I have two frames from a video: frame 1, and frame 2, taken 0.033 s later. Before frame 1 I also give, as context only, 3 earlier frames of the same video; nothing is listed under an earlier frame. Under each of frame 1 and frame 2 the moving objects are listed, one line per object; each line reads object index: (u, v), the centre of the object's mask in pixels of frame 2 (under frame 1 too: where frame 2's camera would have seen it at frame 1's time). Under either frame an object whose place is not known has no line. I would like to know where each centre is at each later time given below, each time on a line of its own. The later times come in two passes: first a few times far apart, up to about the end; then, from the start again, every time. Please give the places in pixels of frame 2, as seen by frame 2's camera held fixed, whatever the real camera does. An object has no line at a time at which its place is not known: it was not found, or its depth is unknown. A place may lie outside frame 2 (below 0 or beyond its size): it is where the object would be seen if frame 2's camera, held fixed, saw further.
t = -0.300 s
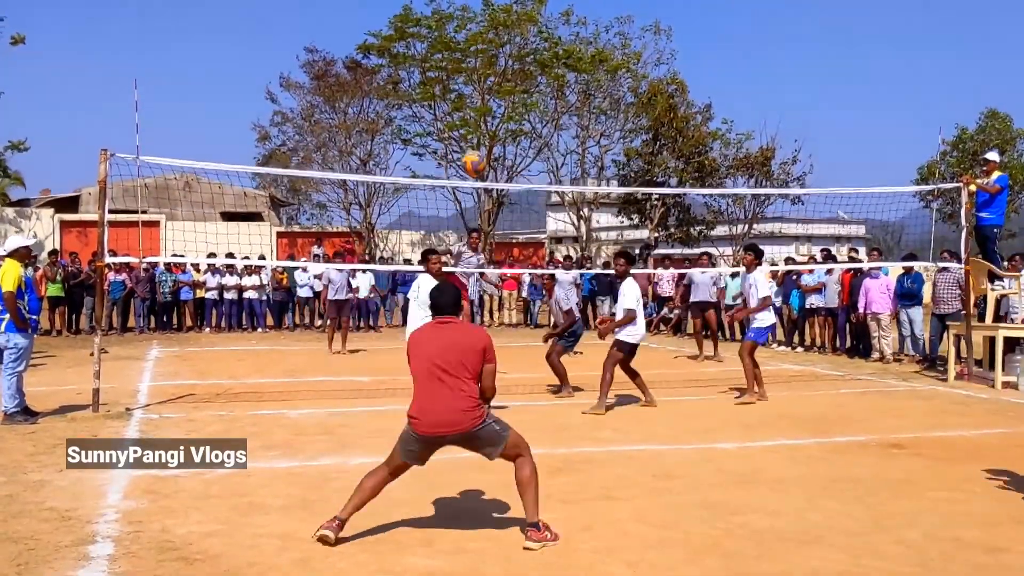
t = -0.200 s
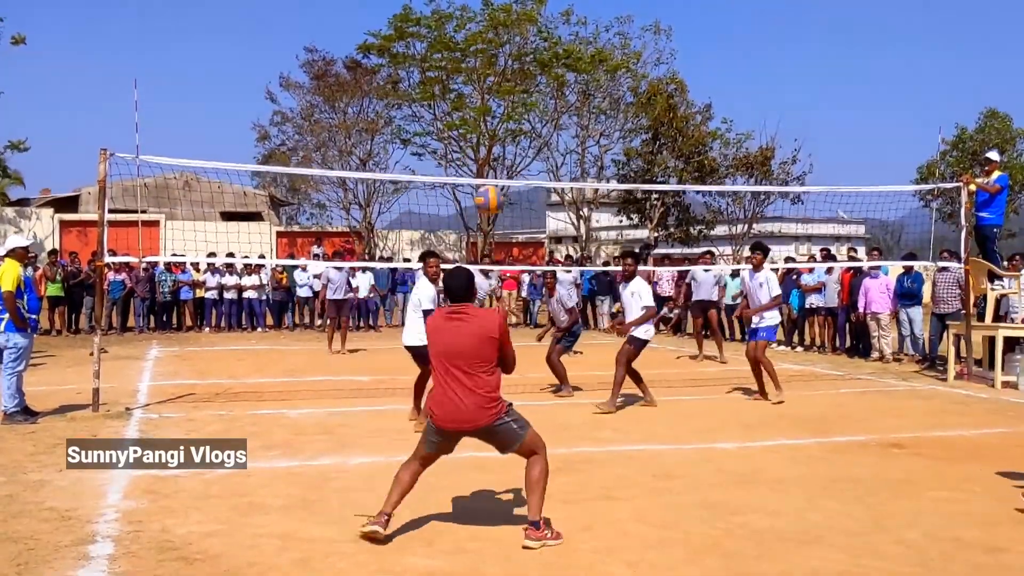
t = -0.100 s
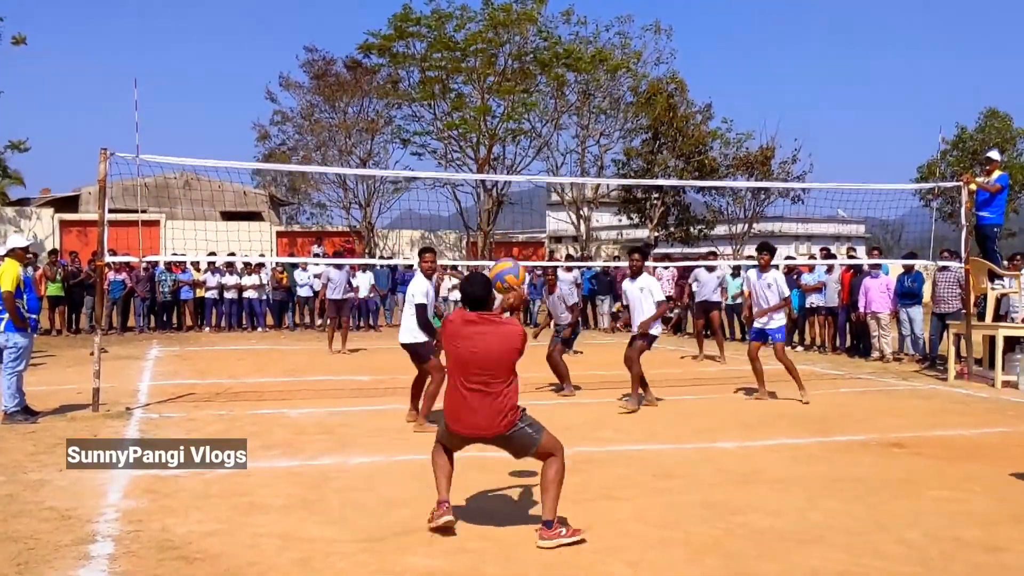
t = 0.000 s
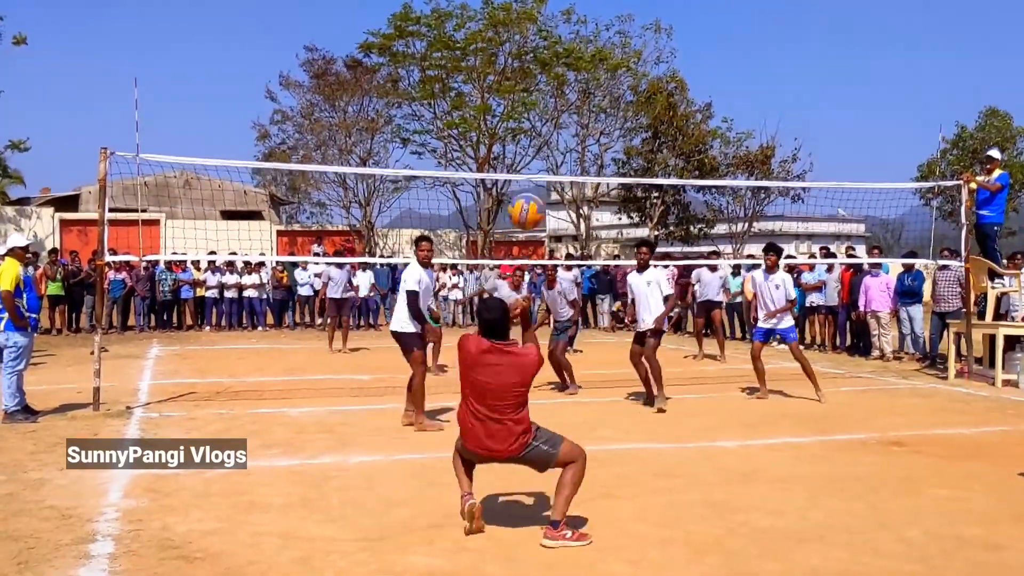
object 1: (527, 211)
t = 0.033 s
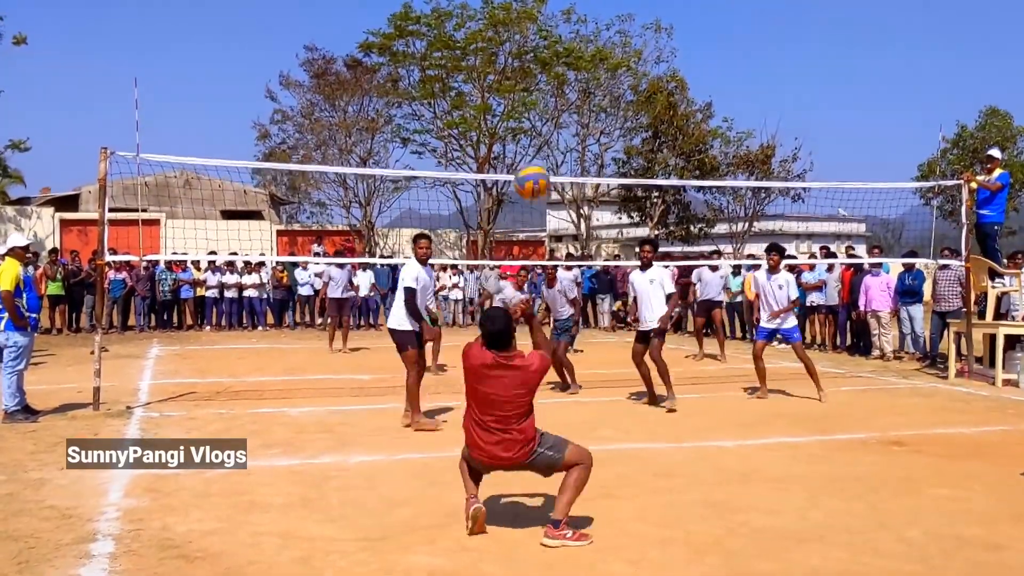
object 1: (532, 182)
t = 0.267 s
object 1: (561, 43)
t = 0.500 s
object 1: (585, 11)
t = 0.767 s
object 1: (604, 46)
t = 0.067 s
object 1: (537, 154)
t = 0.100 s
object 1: (541, 130)
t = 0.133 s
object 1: (546, 108)
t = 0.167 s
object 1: (550, 87)
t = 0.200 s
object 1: (554, 70)
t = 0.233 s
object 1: (557, 56)
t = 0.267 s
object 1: (561, 43)
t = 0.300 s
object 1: (566, 32)
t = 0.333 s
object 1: (570, 22)
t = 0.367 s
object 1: (572, 16)
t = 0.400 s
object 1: (576, 13)
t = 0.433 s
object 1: (578, 12)
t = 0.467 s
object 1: (582, 11)
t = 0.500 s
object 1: (585, 11)
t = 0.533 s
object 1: (587, 11)
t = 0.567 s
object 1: (590, 12)
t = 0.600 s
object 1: (592, 14)
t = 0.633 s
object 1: (595, 16)
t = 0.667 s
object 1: (597, 20)
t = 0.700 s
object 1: (600, 28)
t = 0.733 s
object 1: (603, 36)
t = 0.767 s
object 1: (604, 46)
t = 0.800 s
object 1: (606, 57)
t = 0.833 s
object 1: (608, 69)
